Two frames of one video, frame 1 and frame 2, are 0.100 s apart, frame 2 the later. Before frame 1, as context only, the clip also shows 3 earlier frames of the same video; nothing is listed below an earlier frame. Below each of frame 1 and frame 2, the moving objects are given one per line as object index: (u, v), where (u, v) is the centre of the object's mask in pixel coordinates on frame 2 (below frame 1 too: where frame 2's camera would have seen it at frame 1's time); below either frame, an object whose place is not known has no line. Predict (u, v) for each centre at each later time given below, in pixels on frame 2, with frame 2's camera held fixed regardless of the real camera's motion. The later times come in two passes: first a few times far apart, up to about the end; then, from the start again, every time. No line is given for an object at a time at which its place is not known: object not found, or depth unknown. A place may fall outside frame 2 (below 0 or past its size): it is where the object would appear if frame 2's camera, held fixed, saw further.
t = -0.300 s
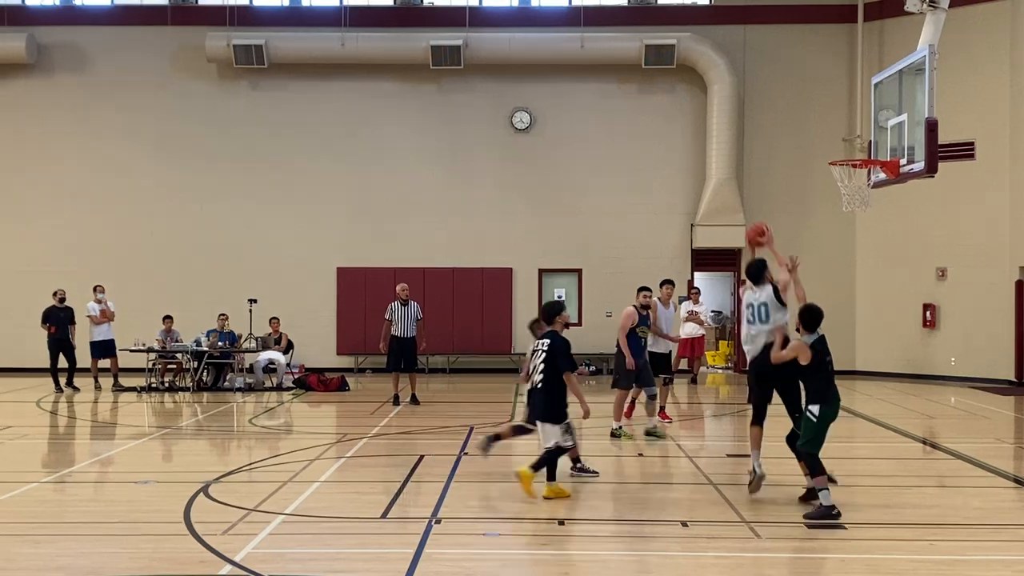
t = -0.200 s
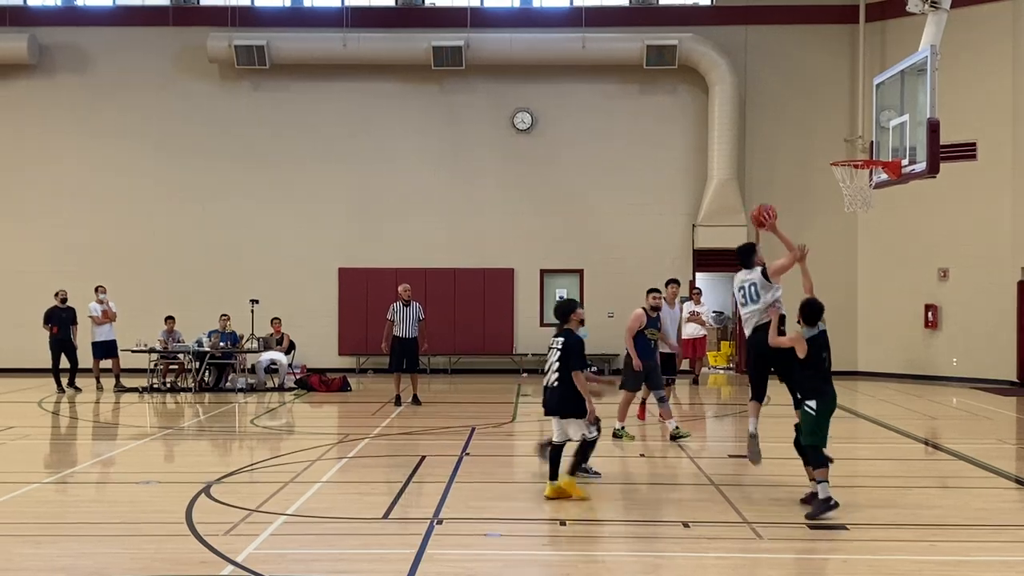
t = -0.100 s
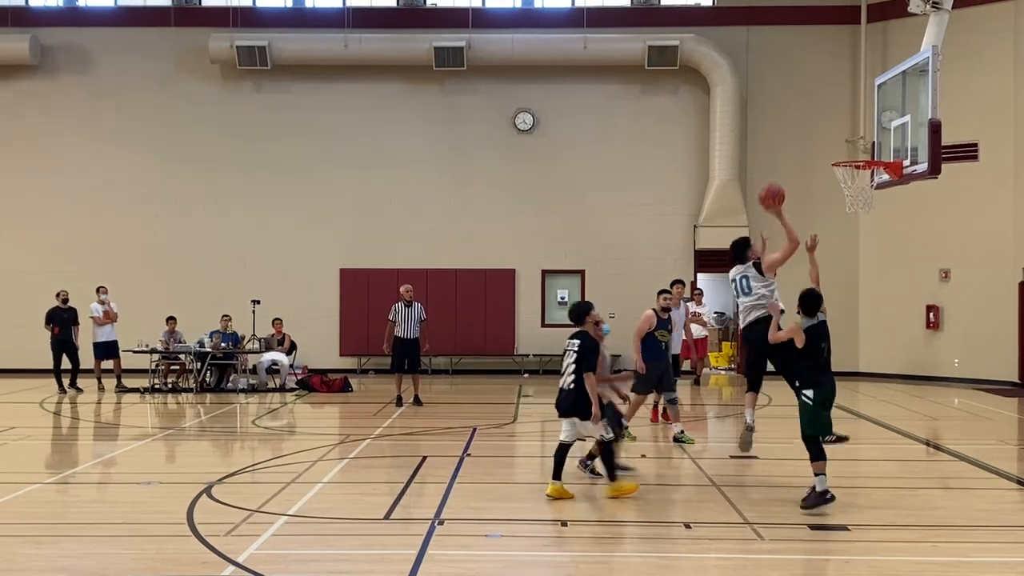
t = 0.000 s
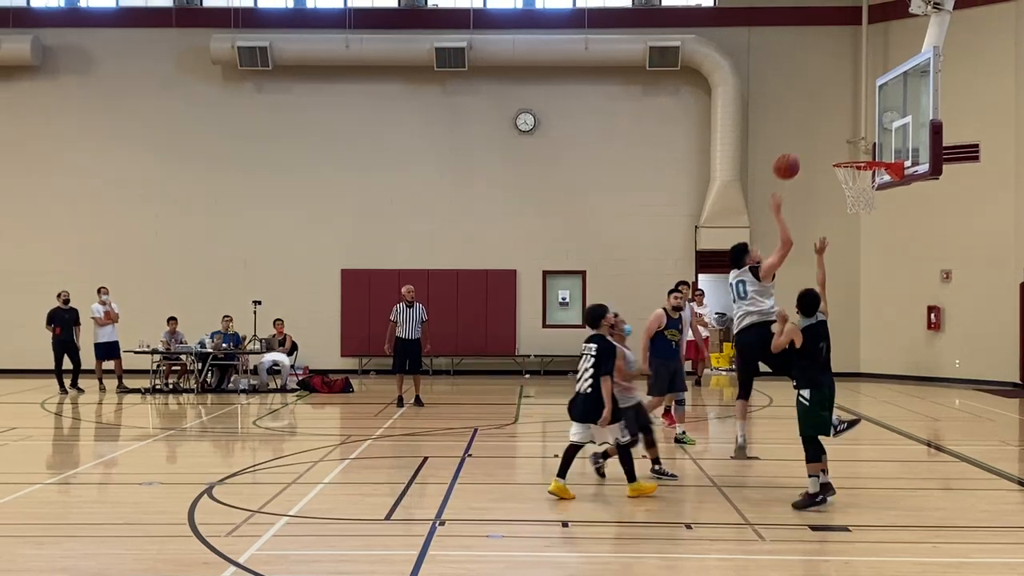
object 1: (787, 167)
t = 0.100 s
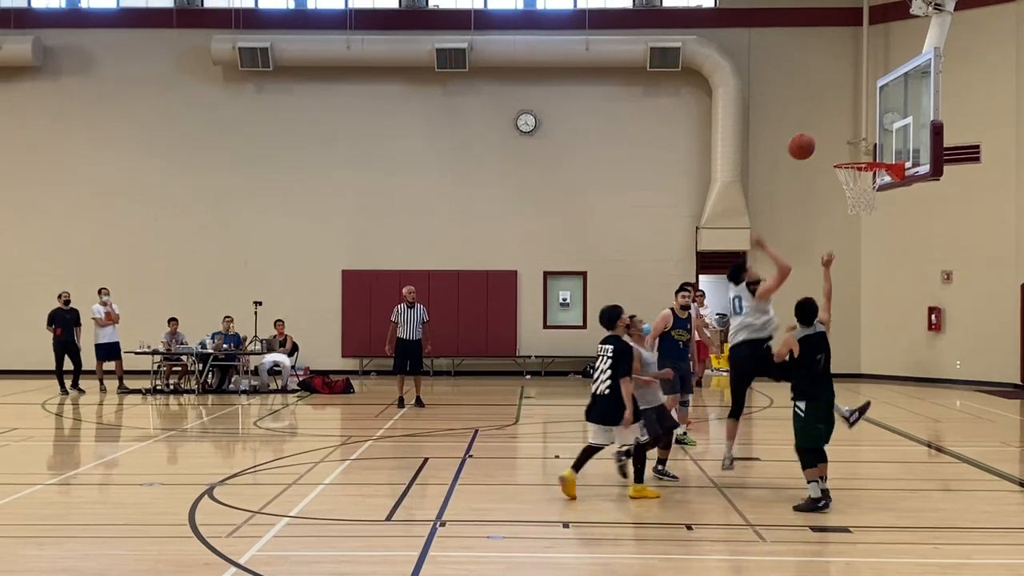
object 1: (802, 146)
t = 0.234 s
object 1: (820, 136)
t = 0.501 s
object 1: (848, 145)
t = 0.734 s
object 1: (861, 147)
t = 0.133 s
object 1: (806, 142)
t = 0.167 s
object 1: (811, 139)
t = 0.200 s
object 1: (816, 137)
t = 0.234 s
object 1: (820, 136)
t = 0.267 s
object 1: (825, 136)
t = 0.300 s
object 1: (829, 138)
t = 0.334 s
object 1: (834, 140)
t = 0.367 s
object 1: (838, 144)
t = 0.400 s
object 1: (843, 149)
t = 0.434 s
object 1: (845, 149)
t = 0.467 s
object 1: (847, 146)
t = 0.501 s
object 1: (848, 145)
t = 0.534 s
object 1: (850, 145)
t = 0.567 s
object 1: (851, 145)
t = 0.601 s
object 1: (854, 147)
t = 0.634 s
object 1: (855, 150)
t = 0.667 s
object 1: (857, 148)
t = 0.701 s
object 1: (859, 146)
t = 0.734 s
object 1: (861, 147)
